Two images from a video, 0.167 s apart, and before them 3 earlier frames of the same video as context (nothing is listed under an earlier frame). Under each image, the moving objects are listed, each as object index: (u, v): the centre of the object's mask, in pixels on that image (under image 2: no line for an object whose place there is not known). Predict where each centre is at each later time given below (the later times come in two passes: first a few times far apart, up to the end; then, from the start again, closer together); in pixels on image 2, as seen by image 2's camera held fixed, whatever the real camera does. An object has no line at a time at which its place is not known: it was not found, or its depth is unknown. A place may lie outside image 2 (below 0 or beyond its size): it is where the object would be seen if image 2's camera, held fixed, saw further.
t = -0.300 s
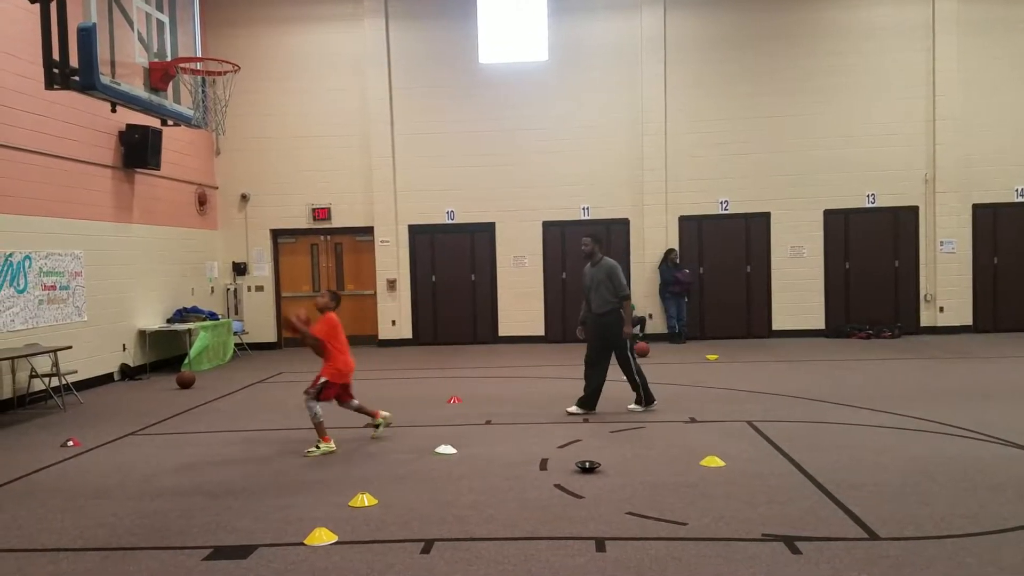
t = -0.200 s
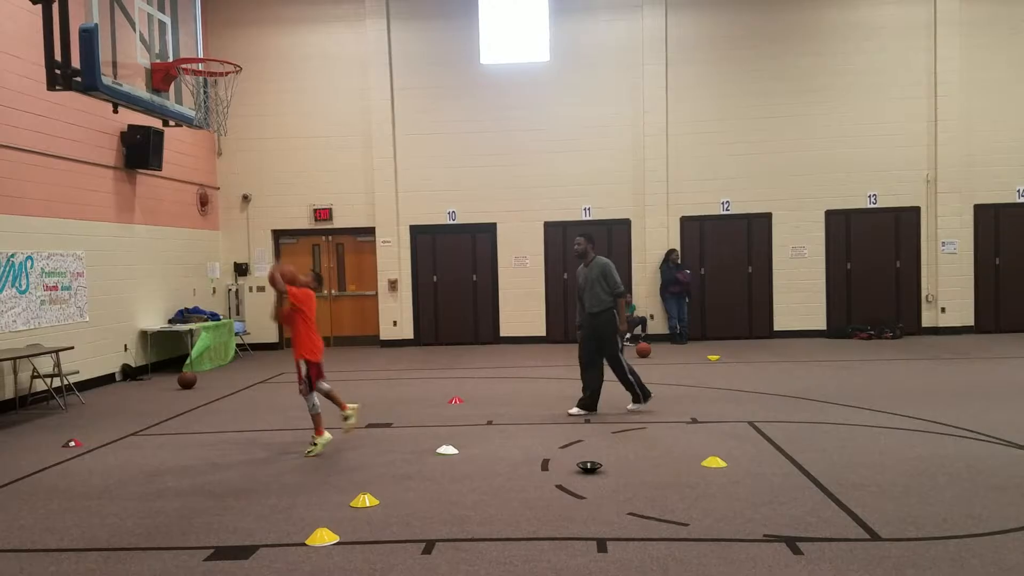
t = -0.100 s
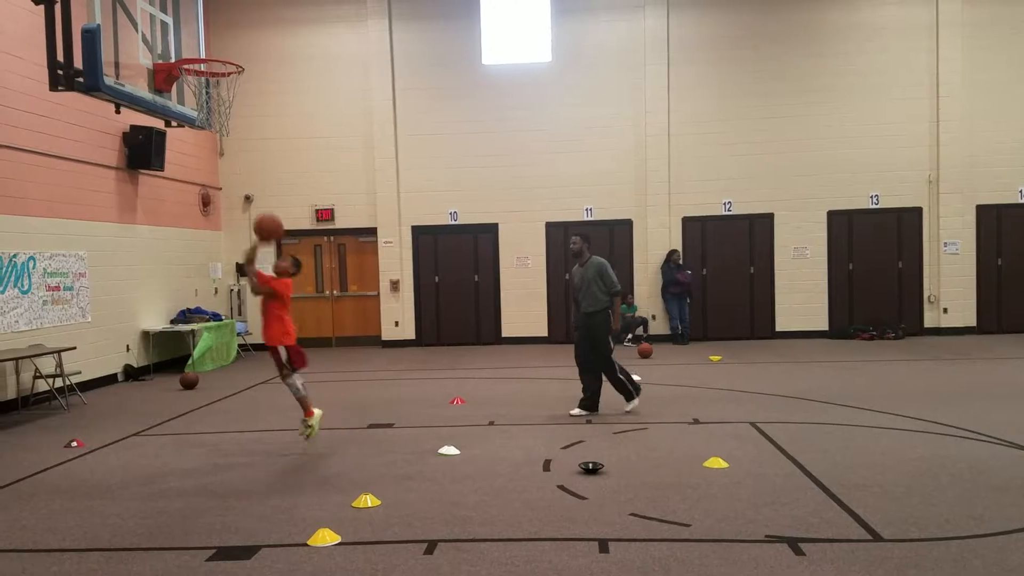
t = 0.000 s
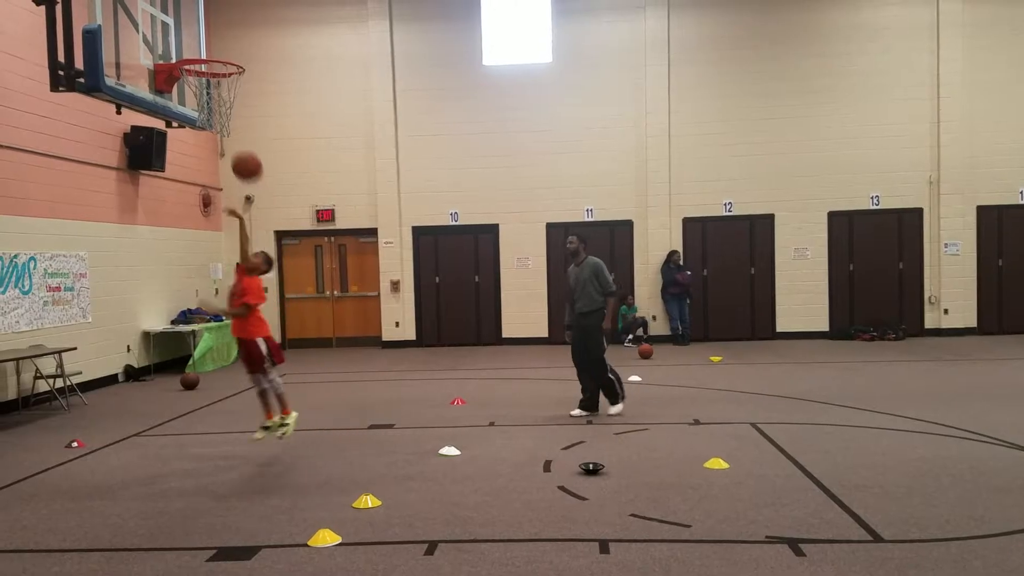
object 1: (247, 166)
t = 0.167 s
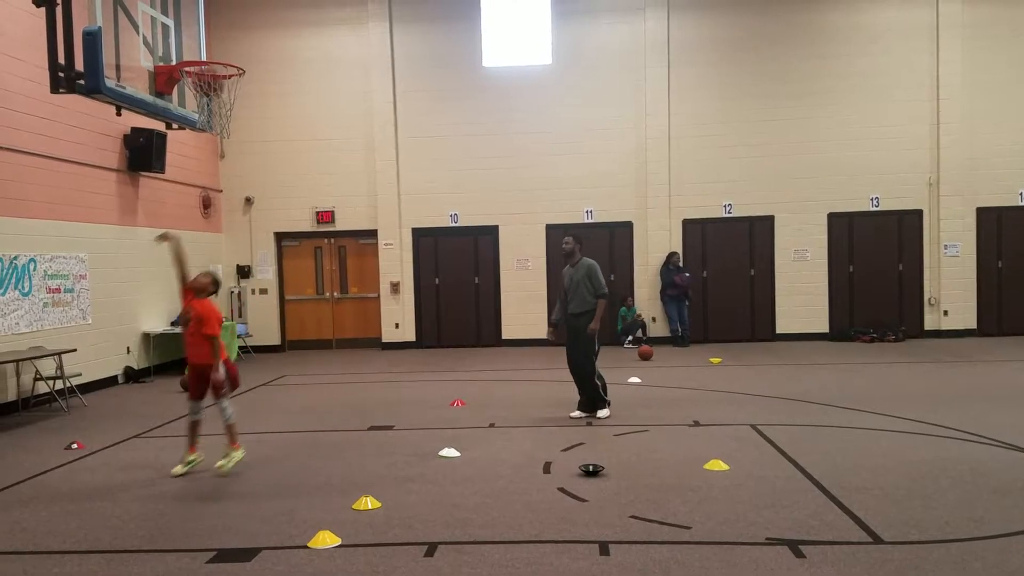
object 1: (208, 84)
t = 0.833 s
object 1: (204, 135)
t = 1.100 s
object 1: (191, 288)
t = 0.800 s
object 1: (205, 122)
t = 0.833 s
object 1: (204, 135)
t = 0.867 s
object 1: (202, 148)
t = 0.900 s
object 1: (200, 163)
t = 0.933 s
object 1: (198, 180)
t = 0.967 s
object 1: (197, 199)
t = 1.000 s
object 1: (196, 218)
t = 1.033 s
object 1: (194, 240)
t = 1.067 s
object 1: (193, 263)
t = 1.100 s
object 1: (191, 288)
